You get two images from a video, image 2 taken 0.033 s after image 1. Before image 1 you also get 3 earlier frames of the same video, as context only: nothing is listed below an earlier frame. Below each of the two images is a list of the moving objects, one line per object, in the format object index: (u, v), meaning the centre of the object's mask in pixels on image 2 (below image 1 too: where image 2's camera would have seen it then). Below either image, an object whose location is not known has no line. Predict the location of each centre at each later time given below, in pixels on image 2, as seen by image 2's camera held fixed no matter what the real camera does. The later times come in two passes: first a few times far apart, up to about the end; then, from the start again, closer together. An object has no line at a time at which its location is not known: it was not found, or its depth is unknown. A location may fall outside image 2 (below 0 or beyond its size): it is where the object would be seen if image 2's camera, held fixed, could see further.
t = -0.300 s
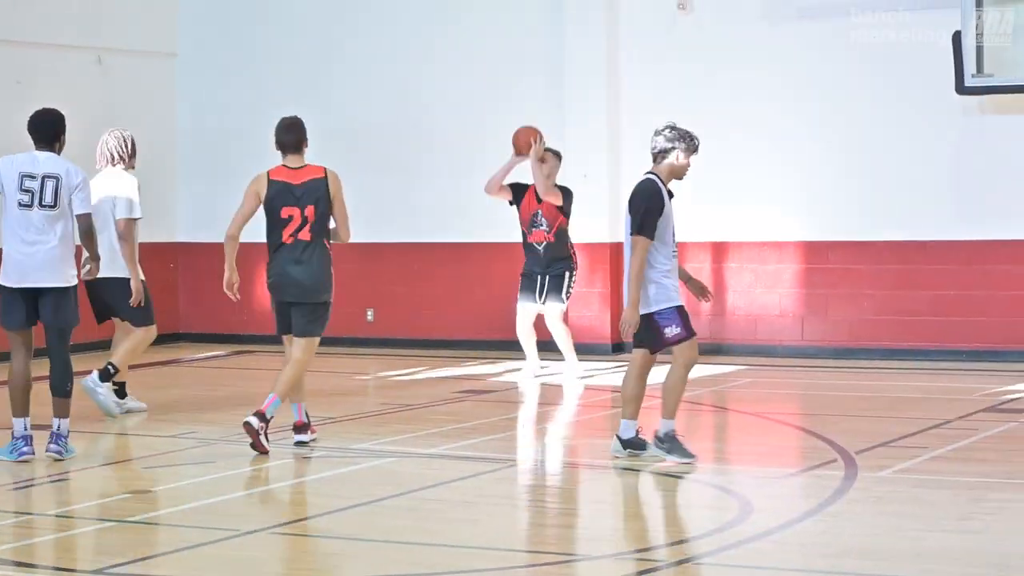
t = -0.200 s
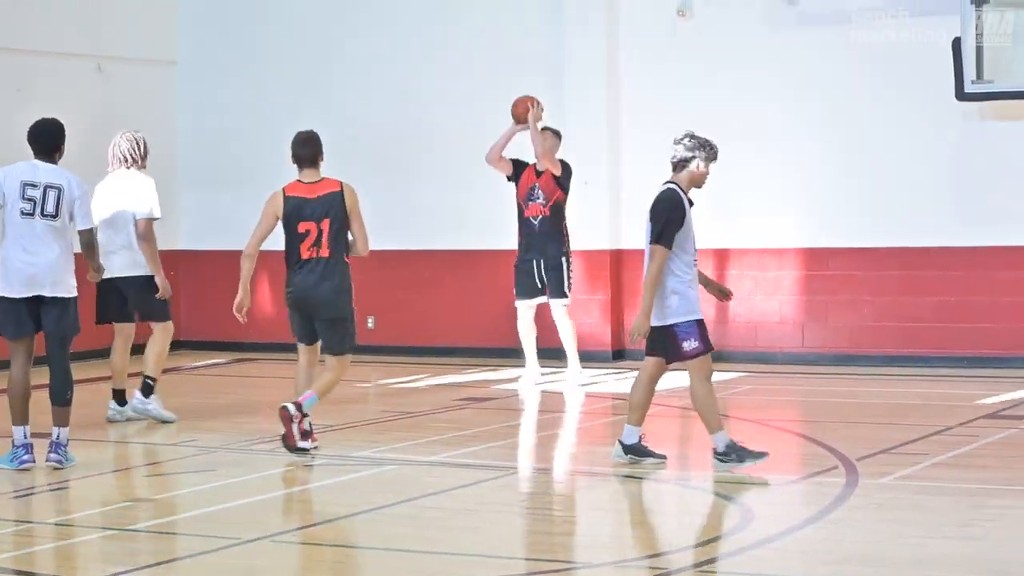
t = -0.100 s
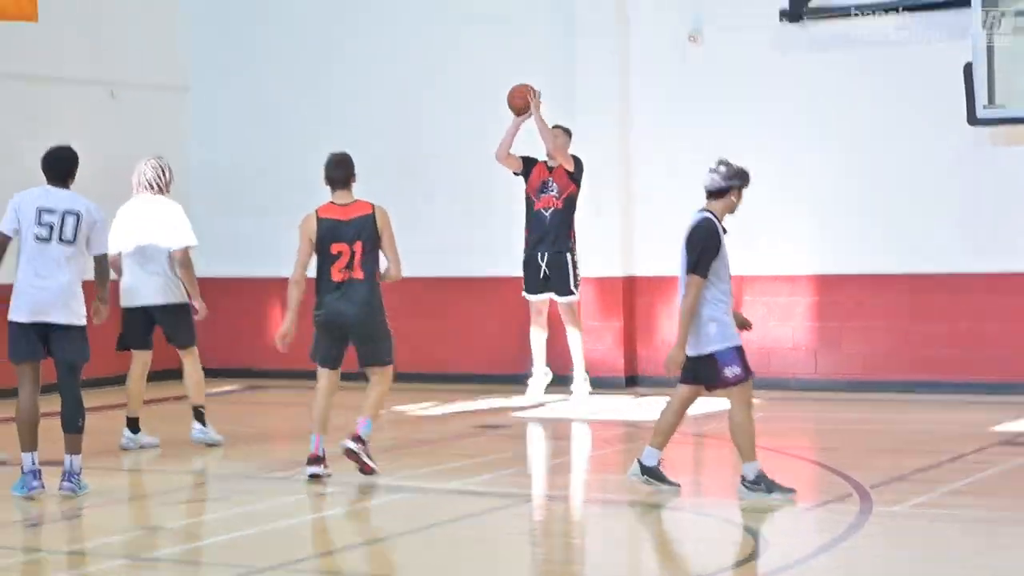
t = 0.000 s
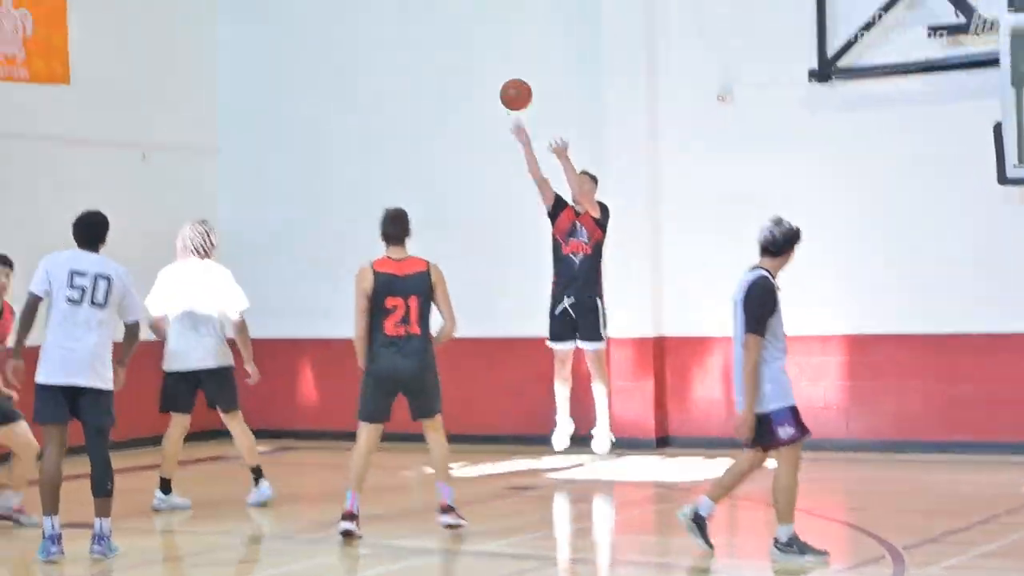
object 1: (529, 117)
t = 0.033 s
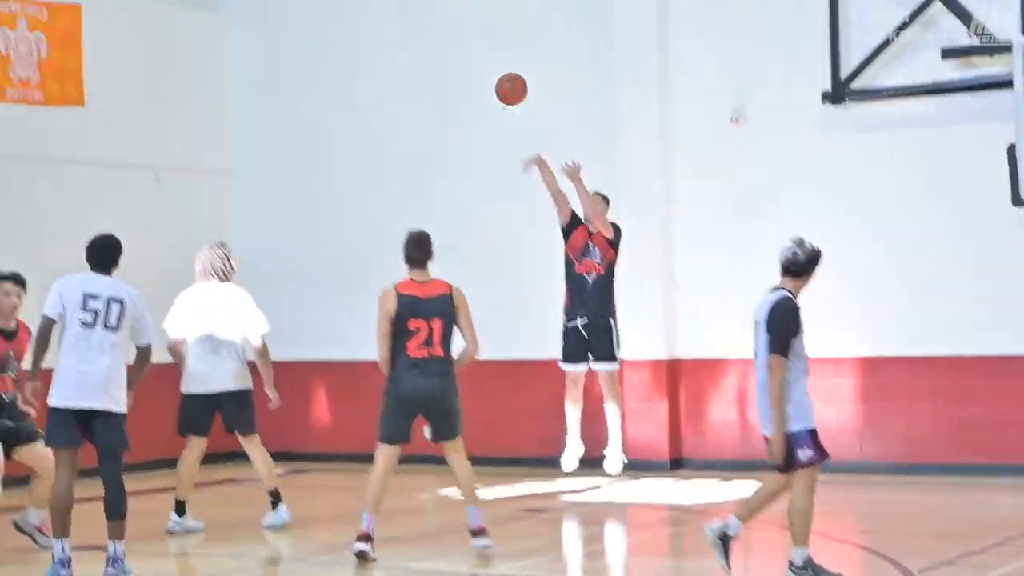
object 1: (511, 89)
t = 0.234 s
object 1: (404, -52)
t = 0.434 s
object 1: (282, -152)
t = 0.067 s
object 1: (494, 62)
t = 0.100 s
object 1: (476, 36)
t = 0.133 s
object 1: (458, 12)
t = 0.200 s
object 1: (422, -34)
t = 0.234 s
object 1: (404, -52)
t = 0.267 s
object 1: (384, -74)
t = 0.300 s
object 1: (365, -92)
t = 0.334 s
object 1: (344, -108)
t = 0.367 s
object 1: (324, -125)
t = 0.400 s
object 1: (303, -139)
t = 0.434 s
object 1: (282, -152)
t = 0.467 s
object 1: (260, -164)
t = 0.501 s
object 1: (240, -174)
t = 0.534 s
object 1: (218, -183)
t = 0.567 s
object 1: (195, -190)
